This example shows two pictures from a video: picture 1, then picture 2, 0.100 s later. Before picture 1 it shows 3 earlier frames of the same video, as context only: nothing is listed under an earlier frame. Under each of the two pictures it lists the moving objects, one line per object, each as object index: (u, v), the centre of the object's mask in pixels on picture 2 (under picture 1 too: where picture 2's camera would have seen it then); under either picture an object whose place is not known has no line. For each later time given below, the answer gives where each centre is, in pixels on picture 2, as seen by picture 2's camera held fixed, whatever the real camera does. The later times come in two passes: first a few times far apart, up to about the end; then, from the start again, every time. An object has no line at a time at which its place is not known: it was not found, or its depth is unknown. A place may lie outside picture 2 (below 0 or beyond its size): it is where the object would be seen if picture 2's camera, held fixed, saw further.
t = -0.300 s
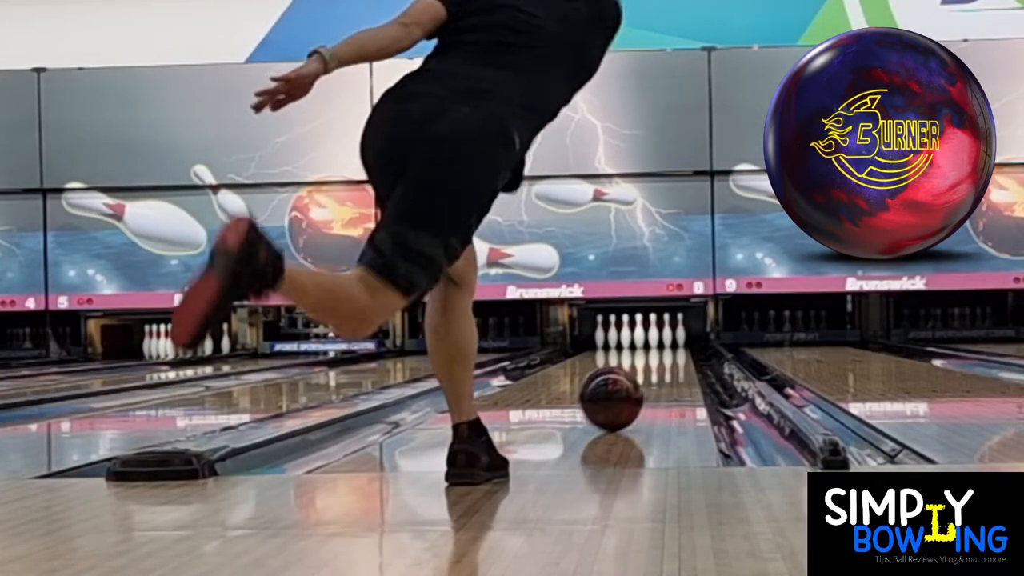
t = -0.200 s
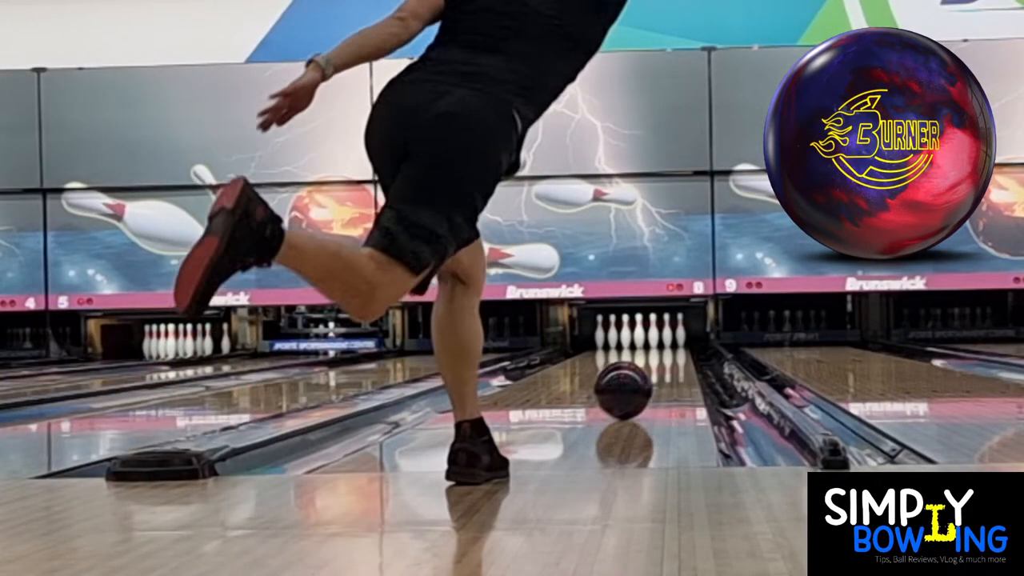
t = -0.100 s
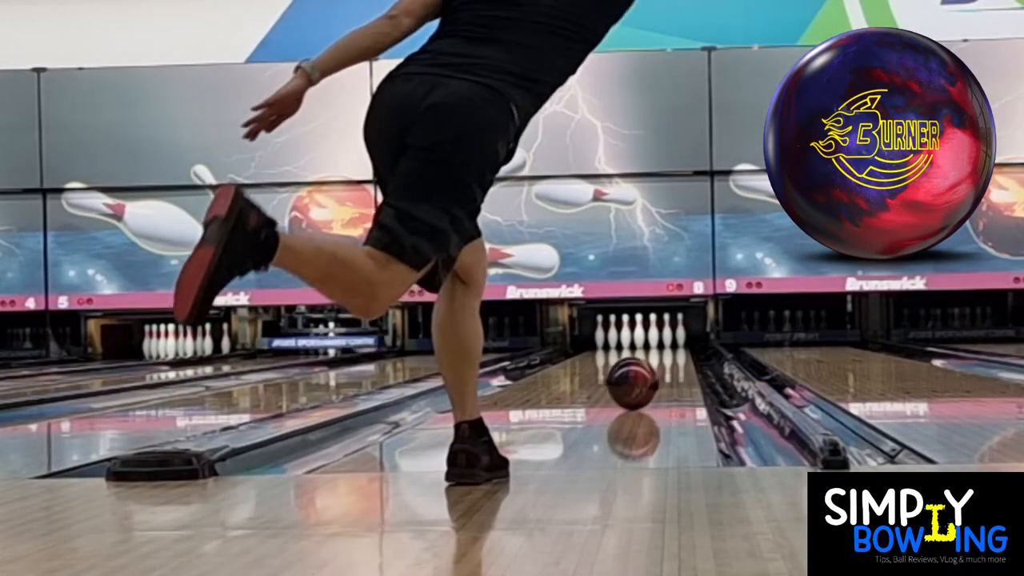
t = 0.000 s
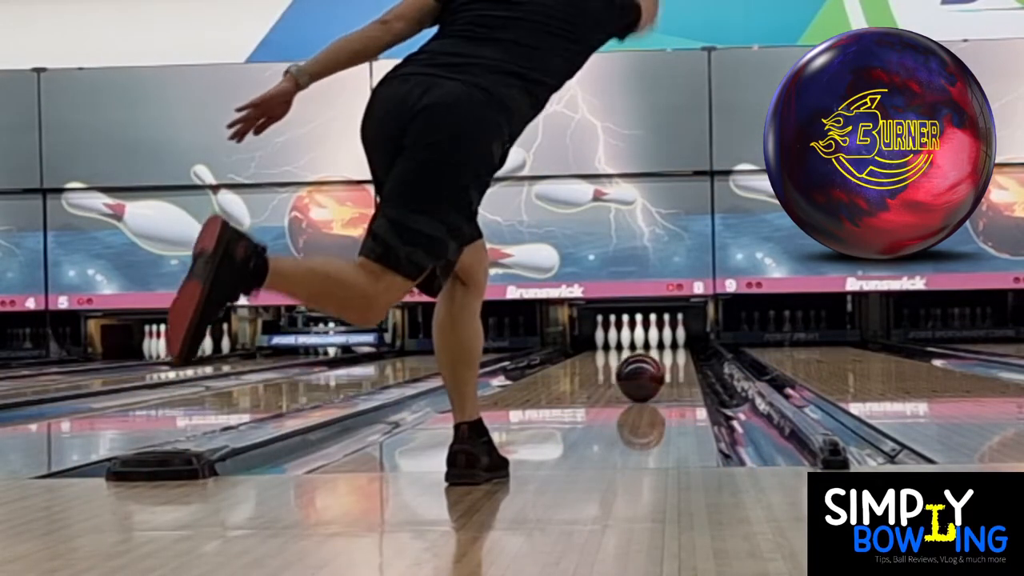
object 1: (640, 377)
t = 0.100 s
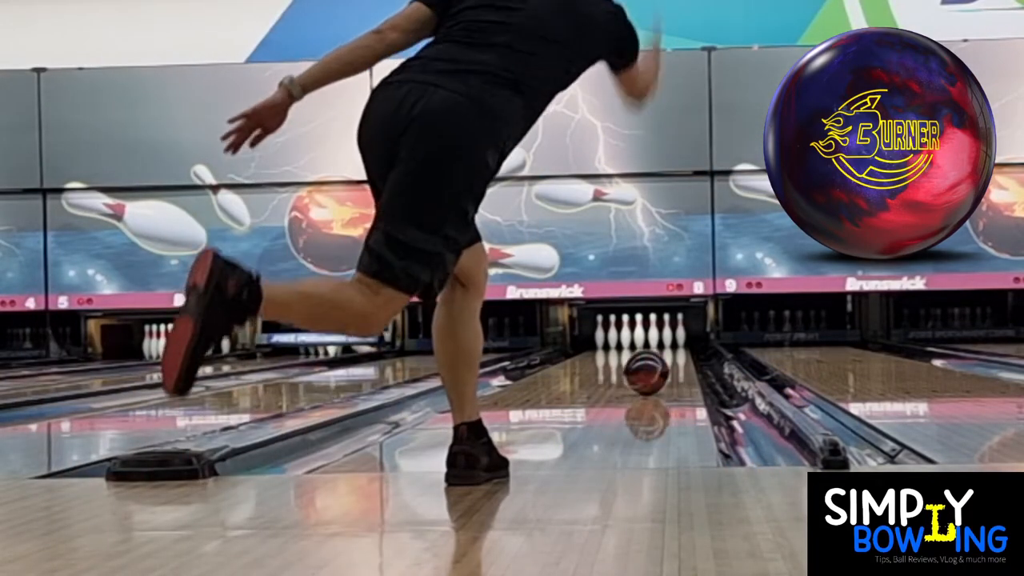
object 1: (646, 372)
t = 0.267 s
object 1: (654, 365)
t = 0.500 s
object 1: (662, 357)
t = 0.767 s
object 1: (665, 351)
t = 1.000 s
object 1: (665, 347)
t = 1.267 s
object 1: (663, 344)
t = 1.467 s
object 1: (658, 342)
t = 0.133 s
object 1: (648, 370)
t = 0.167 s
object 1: (650, 368)
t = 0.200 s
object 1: (651, 367)
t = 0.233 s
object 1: (653, 366)
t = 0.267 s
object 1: (654, 365)
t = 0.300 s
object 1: (656, 364)
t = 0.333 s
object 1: (657, 363)
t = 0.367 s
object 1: (658, 361)
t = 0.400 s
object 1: (659, 360)
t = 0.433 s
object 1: (660, 359)
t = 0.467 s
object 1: (661, 358)
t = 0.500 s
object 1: (662, 357)
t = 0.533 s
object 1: (662, 357)
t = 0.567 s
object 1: (663, 356)
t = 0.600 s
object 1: (663, 355)
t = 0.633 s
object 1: (664, 354)
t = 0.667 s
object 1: (664, 353)
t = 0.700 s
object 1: (665, 353)
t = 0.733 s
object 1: (665, 352)
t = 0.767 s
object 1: (665, 351)
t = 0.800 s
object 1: (665, 351)
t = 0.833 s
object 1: (666, 350)
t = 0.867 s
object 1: (666, 350)
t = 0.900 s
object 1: (666, 349)
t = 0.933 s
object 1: (666, 348)
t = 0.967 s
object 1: (666, 348)
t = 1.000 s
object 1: (665, 347)
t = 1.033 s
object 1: (665, 347)
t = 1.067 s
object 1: (665, 346)
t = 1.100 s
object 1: (665, 346)
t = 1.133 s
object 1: (665, 346)
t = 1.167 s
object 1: (664, 345)
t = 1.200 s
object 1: (664, 345)
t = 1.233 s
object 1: (664, 344)
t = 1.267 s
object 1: (663, 344)
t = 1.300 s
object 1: (662, 344)
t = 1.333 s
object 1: (662, 343)
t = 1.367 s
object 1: (661, 343)
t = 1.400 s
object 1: (660, 342)
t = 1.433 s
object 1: (659, 342)
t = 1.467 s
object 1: (658, 342)
